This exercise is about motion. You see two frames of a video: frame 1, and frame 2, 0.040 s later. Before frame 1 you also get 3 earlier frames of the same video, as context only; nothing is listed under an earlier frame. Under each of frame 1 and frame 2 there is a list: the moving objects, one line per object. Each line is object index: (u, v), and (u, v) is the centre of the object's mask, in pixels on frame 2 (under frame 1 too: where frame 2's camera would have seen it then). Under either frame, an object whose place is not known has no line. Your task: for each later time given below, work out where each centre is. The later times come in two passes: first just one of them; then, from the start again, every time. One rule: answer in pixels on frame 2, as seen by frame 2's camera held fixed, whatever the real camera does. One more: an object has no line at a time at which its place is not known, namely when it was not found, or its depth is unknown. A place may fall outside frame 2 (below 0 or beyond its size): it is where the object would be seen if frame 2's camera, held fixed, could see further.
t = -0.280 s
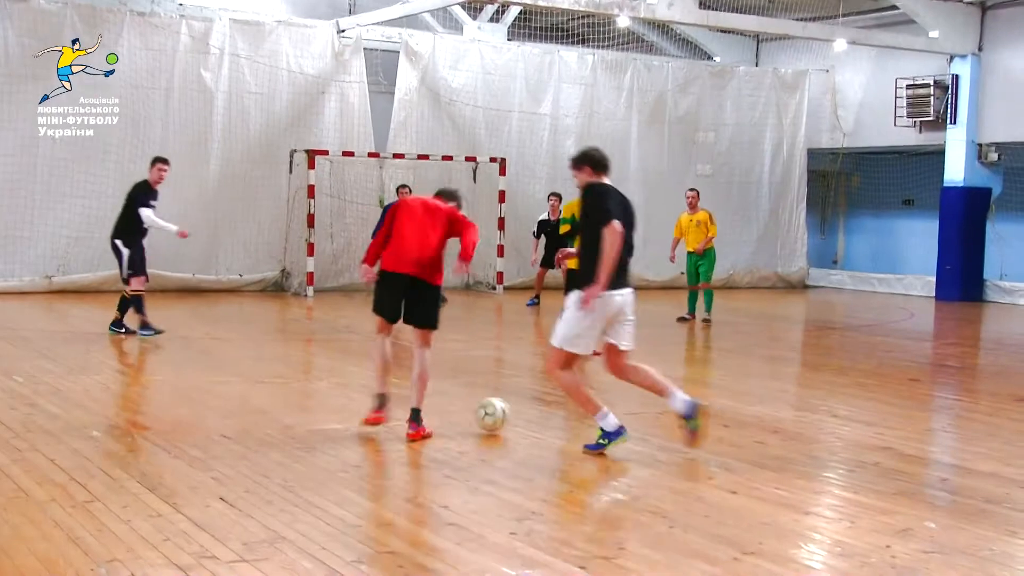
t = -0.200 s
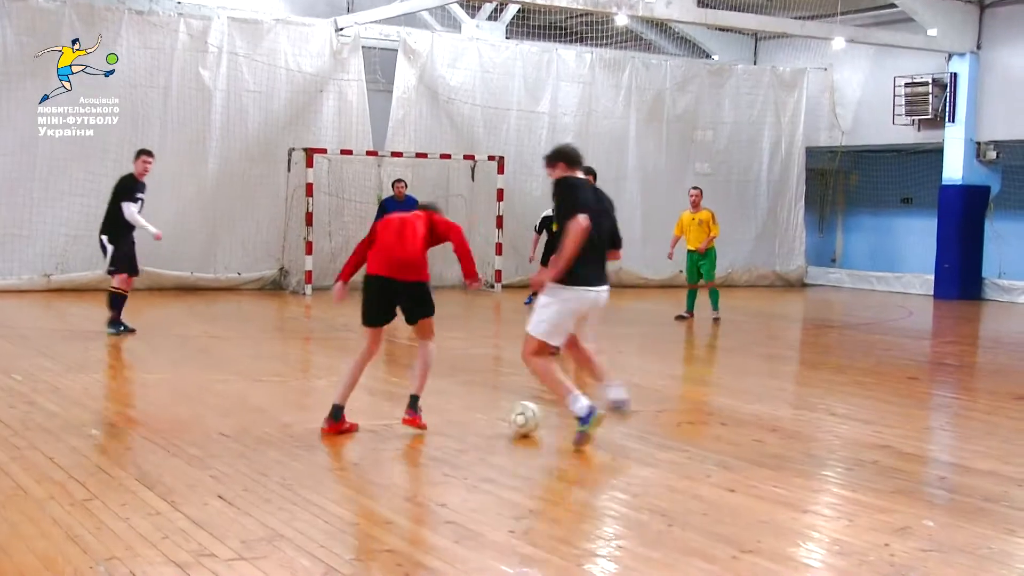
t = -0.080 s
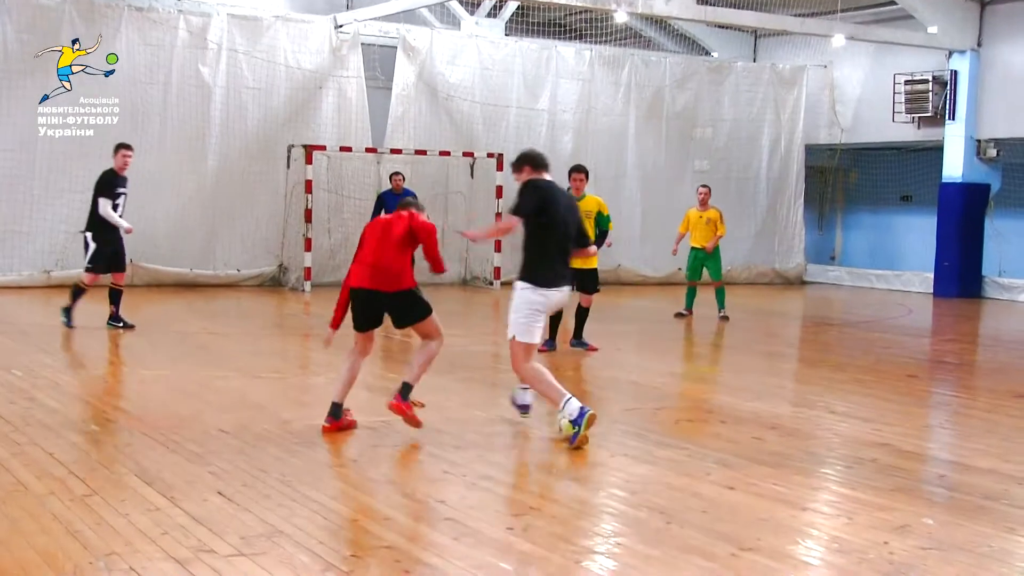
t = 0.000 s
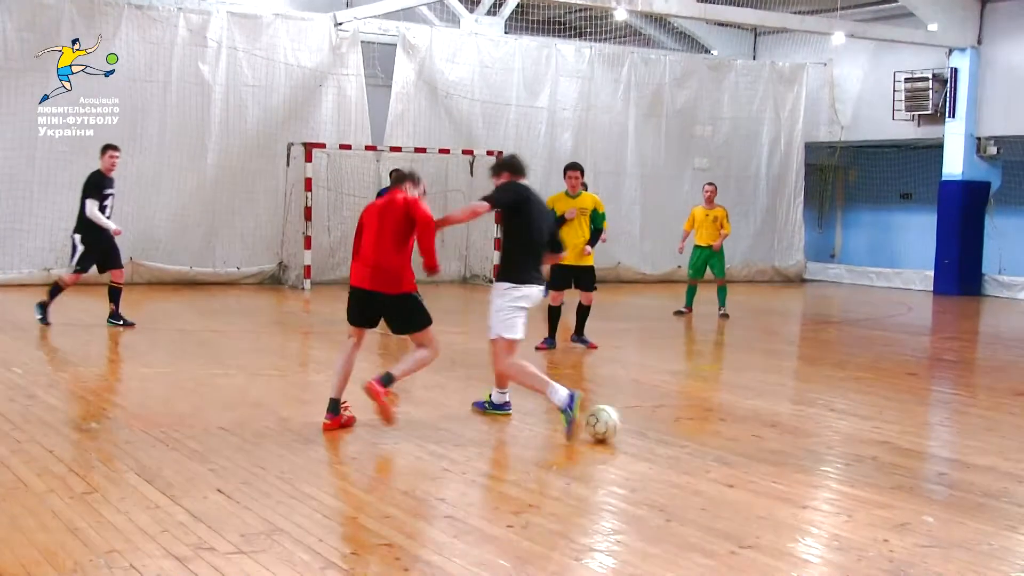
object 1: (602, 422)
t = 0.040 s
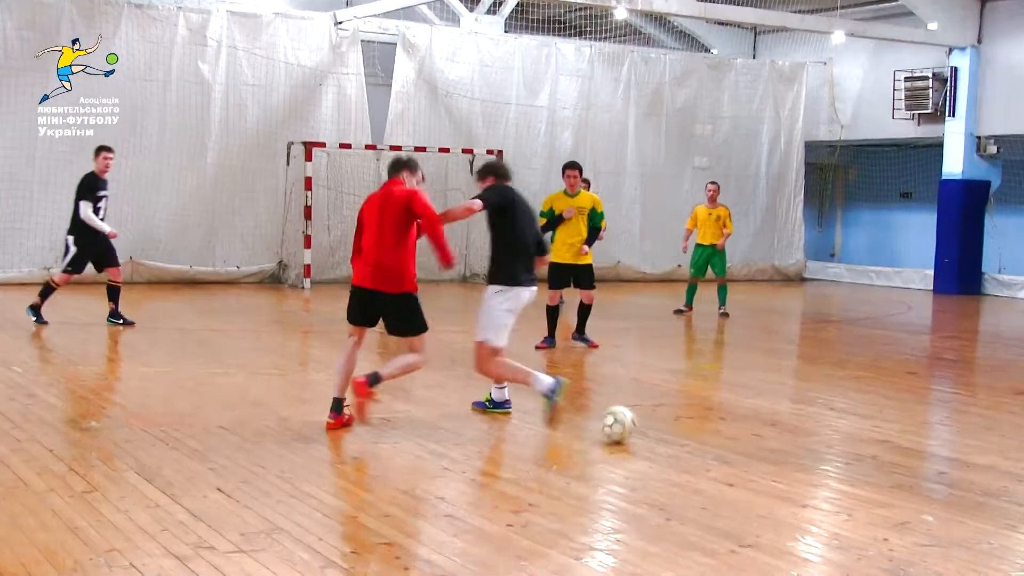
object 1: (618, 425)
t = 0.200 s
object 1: (682, 432)
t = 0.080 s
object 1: (634, 425)
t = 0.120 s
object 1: (650, 428)
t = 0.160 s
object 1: (665, 431)
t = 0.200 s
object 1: (682, 432)
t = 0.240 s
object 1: (698, 434)
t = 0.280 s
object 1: (714, 437)
